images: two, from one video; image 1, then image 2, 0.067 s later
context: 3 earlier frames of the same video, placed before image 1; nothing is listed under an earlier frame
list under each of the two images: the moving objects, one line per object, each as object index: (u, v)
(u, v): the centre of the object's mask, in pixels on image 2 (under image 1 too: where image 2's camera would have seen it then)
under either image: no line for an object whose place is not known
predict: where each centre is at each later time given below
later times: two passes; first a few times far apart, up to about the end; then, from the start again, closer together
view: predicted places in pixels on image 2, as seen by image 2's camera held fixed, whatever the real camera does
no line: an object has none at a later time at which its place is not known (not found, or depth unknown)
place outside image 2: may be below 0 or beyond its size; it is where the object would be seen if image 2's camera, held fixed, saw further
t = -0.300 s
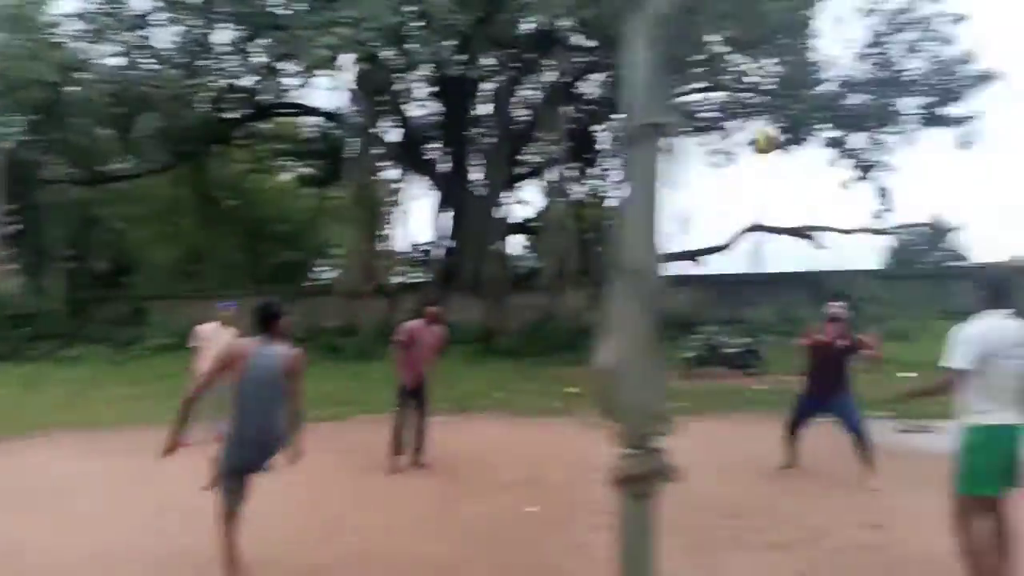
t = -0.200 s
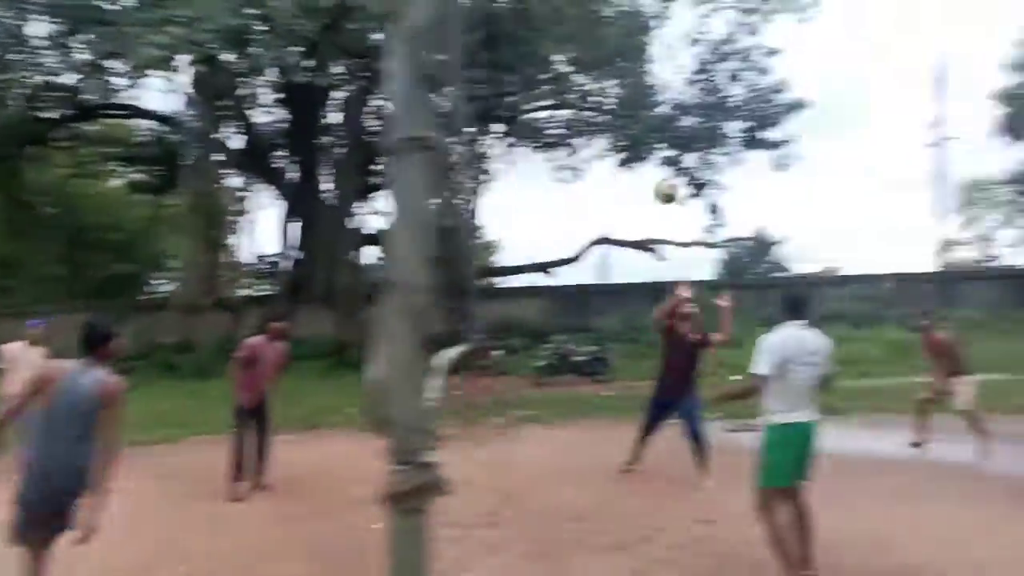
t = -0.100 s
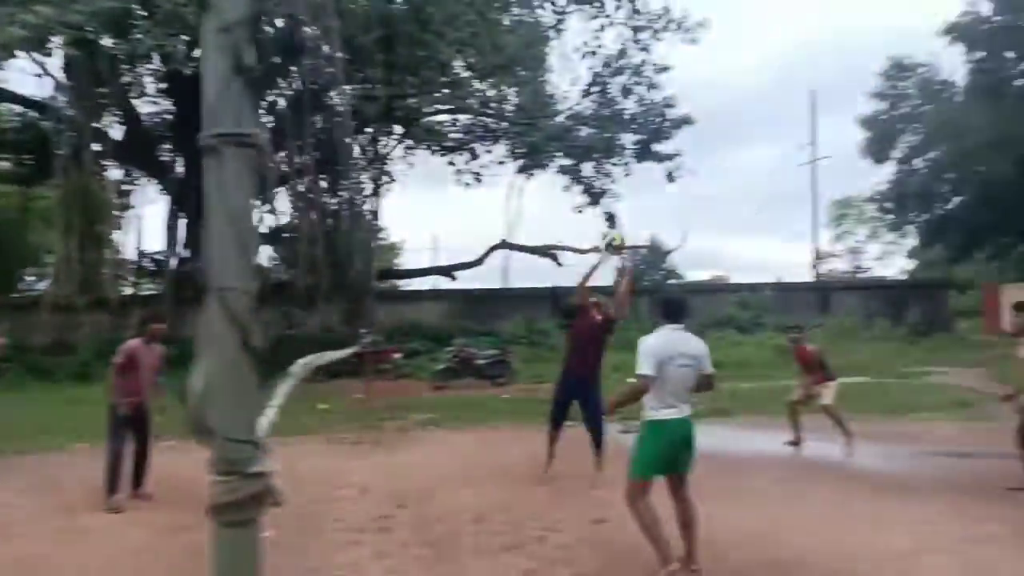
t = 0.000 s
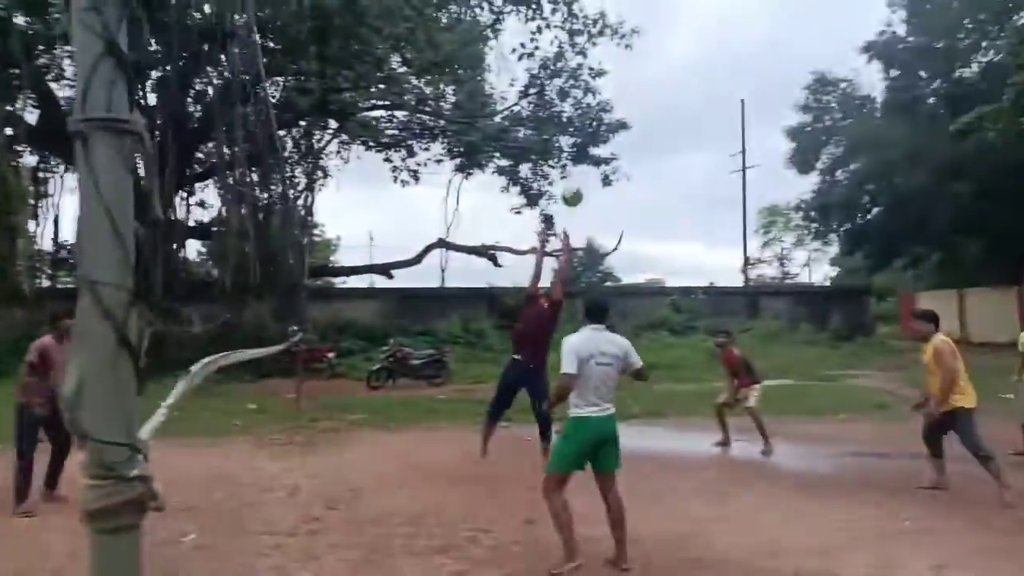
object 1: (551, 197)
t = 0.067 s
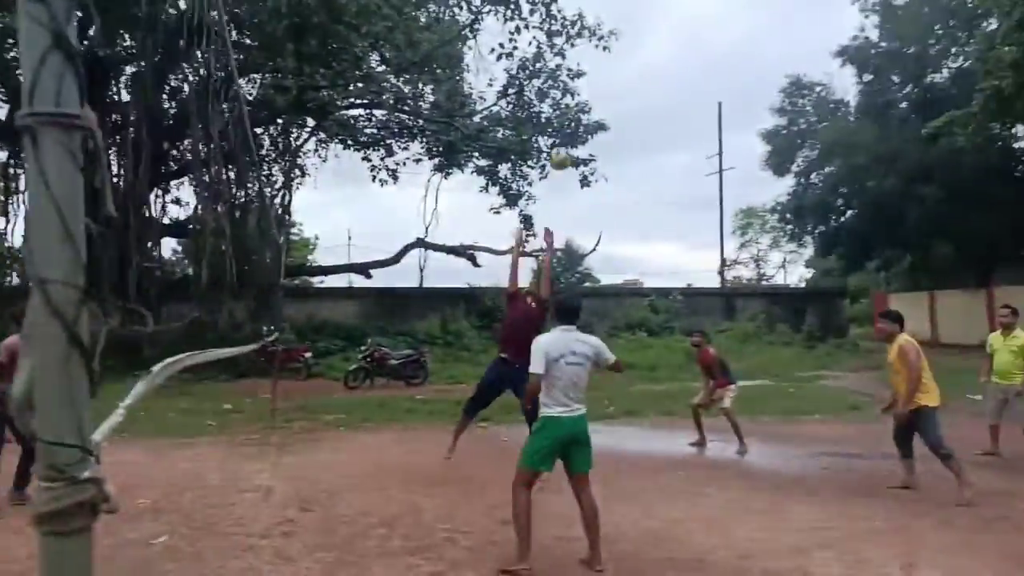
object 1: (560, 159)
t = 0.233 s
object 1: (585, 82)
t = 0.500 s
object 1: (629, 17)
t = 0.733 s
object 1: (674, 22)
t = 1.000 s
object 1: (736, 111)
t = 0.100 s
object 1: (565, 140)
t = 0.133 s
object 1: (570, 125)
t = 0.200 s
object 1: (580, 97)
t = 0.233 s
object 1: (585, 82)
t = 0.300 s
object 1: (595, 58)
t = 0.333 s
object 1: (600, 49)
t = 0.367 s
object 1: (606, 42)
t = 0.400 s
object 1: (611, 33)
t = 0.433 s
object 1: (616, 27)
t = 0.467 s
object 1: (622, 21)
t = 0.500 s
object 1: (629, 17)
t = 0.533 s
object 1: (635, 14)
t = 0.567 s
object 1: (641, 12)
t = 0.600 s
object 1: (648, 11)
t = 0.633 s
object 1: (655, 12)
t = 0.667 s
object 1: (661, 14)
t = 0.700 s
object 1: (667, 17)
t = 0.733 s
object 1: (674, 22)
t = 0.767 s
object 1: (682, 28)
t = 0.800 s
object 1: (689, 35)
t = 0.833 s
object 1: (697, 44)
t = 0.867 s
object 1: (704, 55)
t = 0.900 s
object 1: (712, 67)
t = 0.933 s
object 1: (720, 80)
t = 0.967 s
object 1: (728, 95)
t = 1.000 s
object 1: (736, 111)
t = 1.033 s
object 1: (744, 130)
